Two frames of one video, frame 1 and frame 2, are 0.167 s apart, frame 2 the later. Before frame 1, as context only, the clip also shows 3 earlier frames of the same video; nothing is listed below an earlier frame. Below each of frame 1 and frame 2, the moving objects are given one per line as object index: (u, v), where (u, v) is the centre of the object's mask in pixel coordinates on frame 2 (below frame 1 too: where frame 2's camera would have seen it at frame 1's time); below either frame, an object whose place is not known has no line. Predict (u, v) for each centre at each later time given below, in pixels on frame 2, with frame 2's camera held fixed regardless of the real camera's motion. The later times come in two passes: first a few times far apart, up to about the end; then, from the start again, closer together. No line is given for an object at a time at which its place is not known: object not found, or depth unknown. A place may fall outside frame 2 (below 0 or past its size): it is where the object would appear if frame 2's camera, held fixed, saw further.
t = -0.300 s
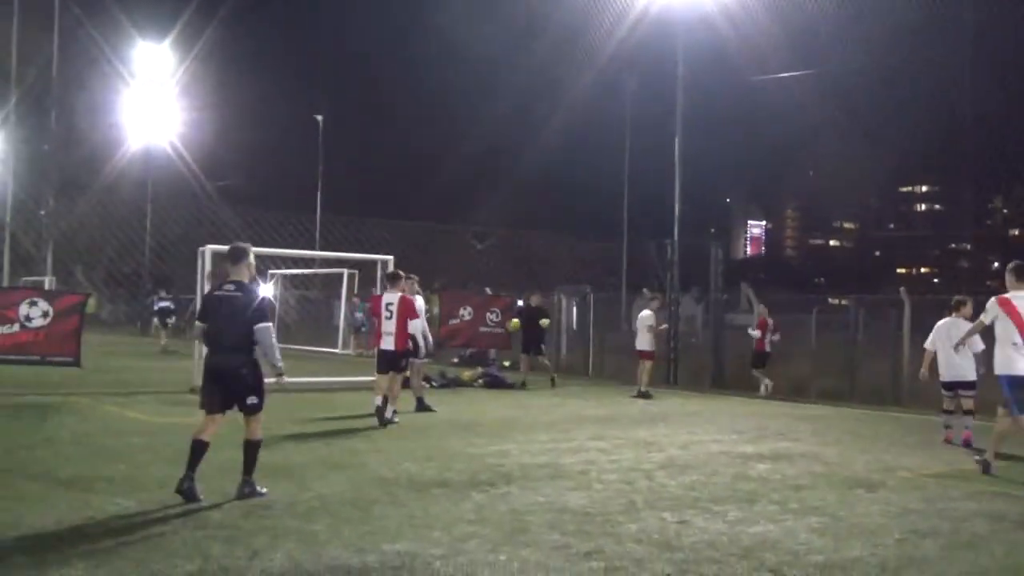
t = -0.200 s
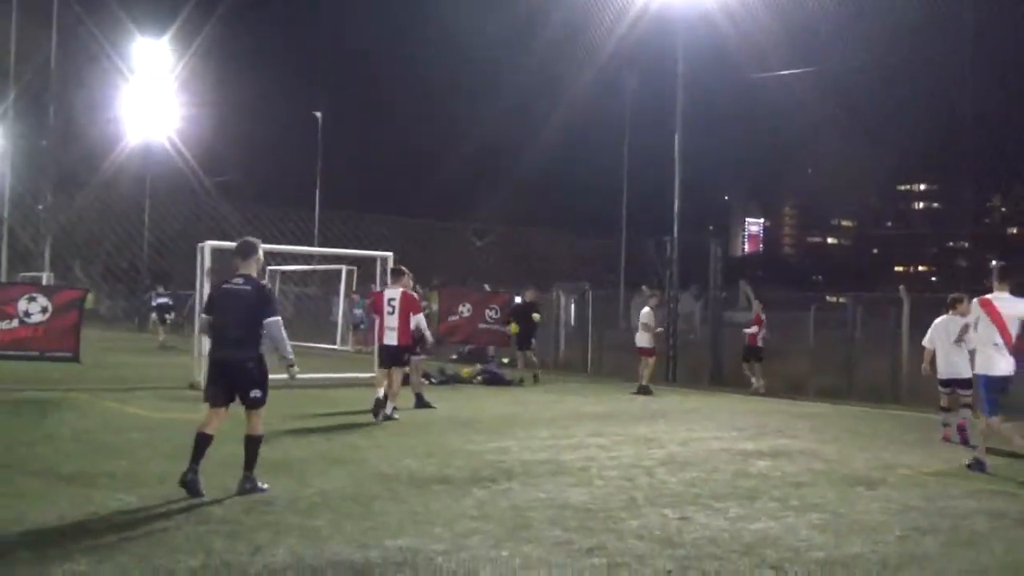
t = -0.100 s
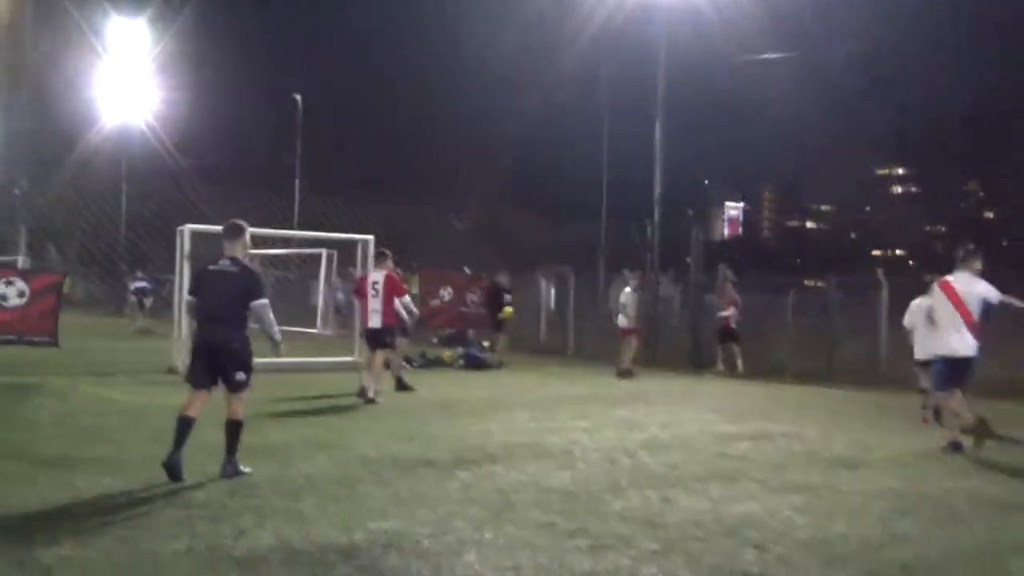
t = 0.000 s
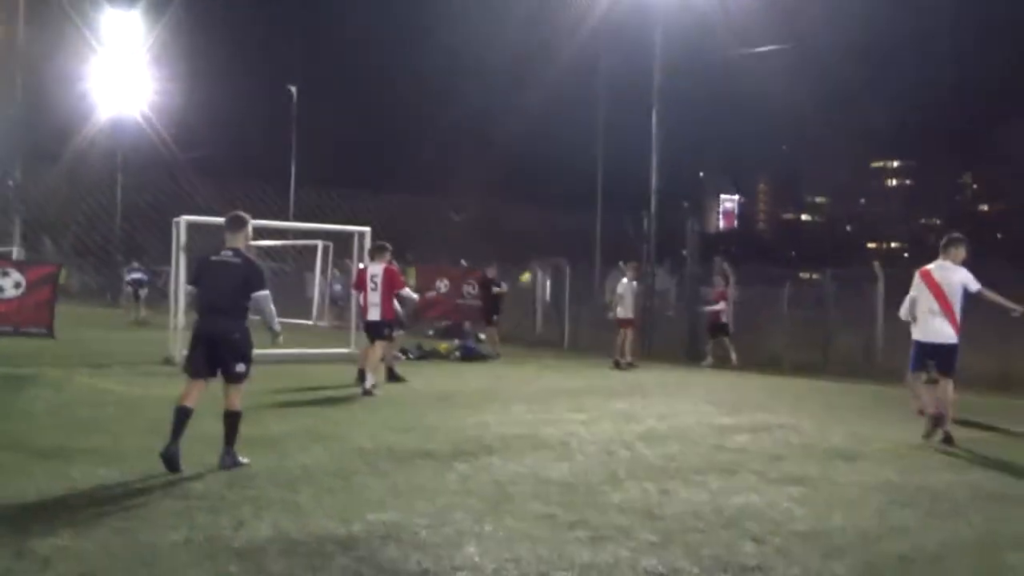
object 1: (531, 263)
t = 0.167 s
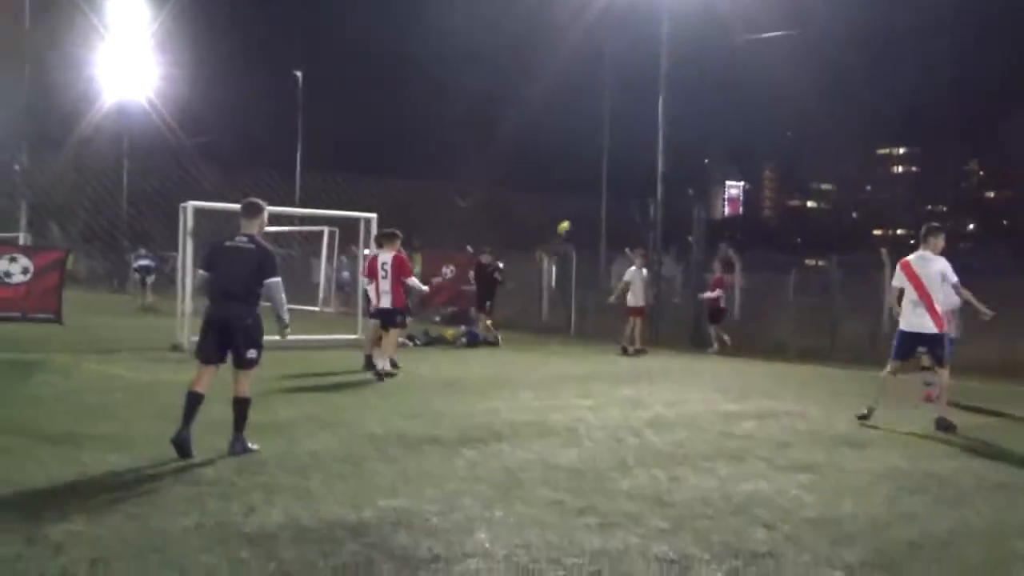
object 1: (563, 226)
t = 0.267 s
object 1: (583, 212)
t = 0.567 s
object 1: (637, 201)
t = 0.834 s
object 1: (679, 231)
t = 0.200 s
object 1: (569, 221)
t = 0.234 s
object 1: (576, 216)
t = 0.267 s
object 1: (583, 212)
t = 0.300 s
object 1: (588, 208)
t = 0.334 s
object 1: (594, 205)
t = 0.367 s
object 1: (600, 203)
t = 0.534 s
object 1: (631, 200)
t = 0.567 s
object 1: (637, 201)
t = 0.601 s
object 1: (642, 203)
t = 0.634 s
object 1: (649, 205)
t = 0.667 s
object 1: (654, 208)
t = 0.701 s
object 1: (659, 212)
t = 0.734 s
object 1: (665, 216)
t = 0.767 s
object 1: (669, 221)
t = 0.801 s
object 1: (675, 226)
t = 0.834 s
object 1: (679, 231)
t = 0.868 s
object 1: (685, 238)
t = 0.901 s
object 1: (690, 244)
